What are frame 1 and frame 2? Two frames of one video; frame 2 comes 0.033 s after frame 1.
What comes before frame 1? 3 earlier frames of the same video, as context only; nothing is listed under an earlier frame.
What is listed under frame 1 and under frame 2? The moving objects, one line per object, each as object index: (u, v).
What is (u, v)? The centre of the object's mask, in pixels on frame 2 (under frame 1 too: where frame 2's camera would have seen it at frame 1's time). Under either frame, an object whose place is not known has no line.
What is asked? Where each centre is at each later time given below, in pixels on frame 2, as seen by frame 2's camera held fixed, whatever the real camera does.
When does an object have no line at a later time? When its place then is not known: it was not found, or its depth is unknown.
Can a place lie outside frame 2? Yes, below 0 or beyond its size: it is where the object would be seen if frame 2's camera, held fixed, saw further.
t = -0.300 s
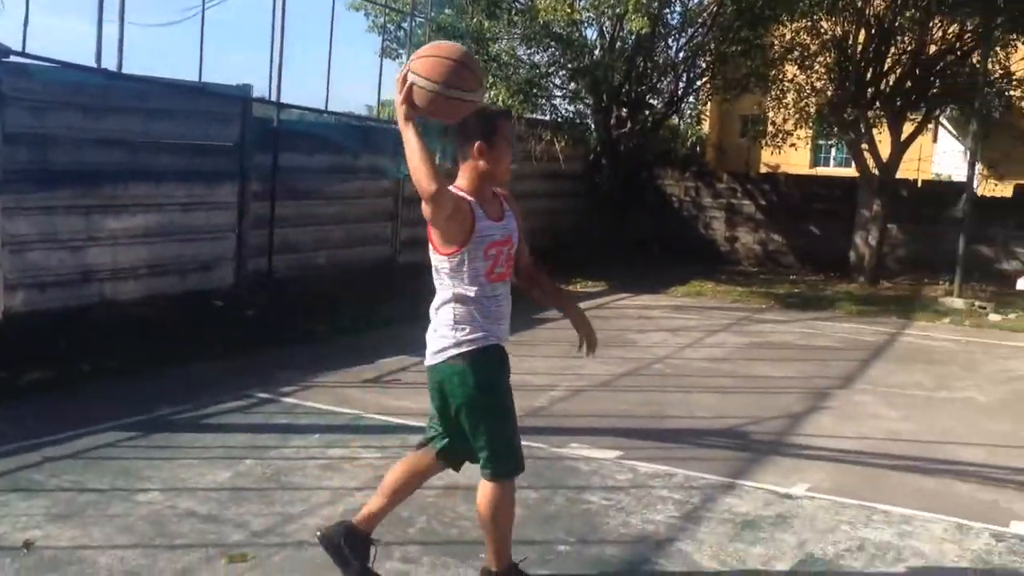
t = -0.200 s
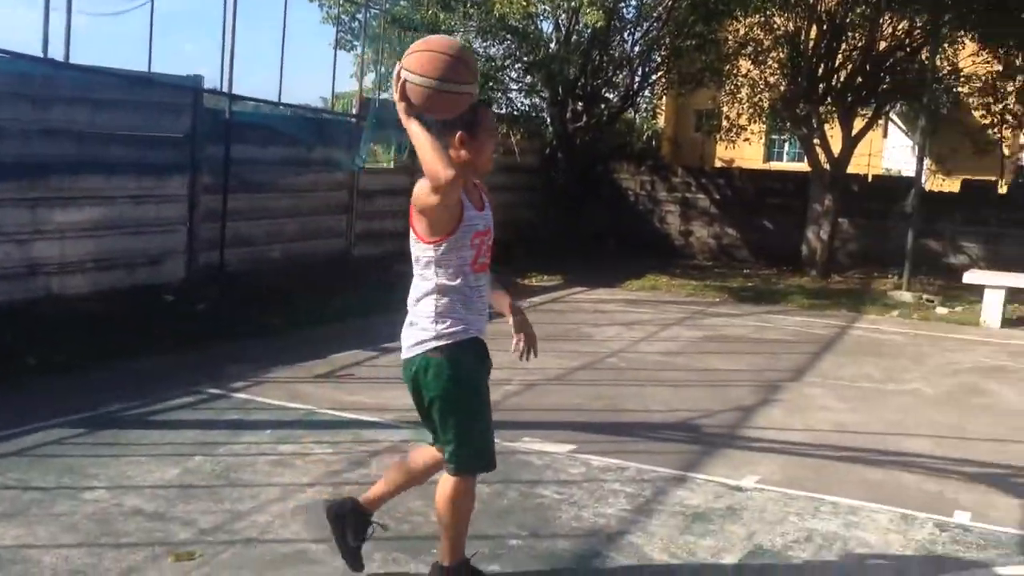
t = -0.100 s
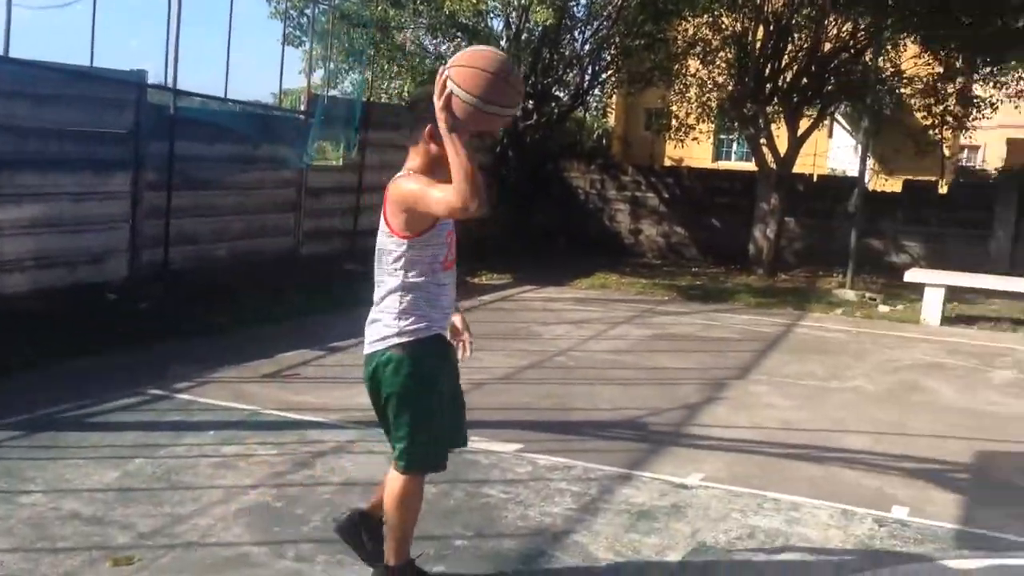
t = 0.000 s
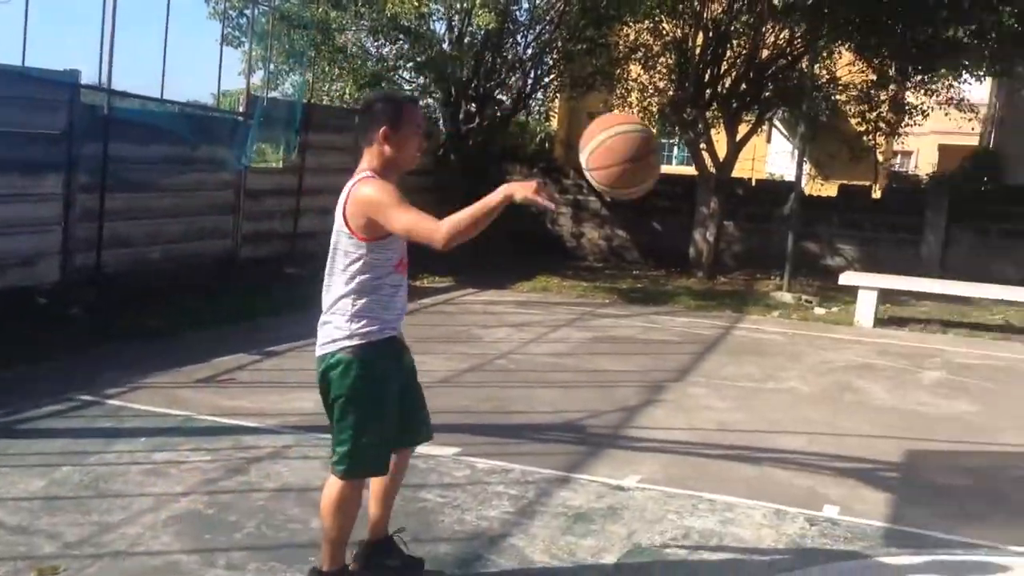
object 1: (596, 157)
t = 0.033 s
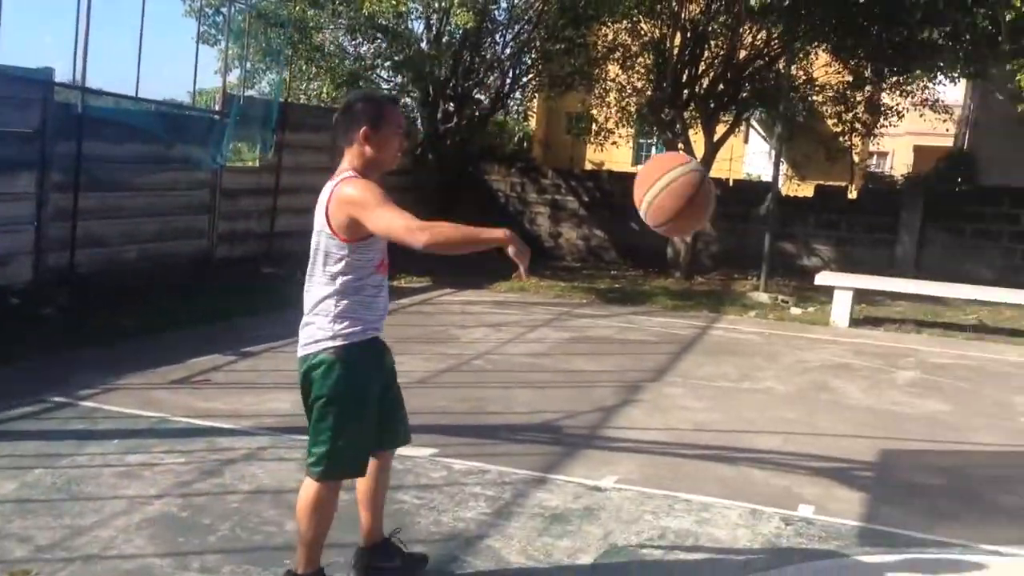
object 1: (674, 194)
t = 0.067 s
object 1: (747, 236)
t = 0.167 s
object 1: (956, 377)
